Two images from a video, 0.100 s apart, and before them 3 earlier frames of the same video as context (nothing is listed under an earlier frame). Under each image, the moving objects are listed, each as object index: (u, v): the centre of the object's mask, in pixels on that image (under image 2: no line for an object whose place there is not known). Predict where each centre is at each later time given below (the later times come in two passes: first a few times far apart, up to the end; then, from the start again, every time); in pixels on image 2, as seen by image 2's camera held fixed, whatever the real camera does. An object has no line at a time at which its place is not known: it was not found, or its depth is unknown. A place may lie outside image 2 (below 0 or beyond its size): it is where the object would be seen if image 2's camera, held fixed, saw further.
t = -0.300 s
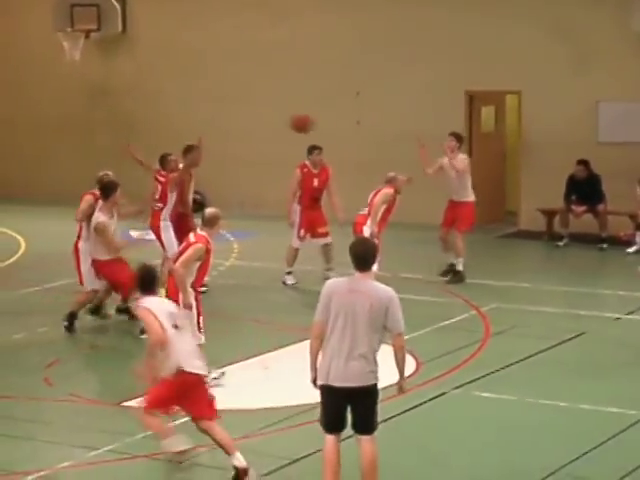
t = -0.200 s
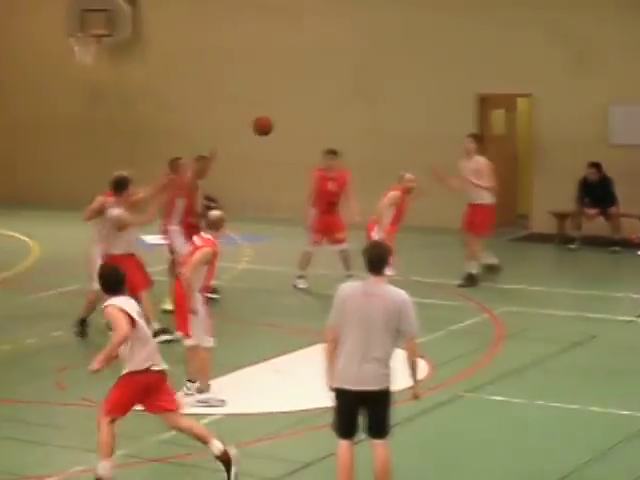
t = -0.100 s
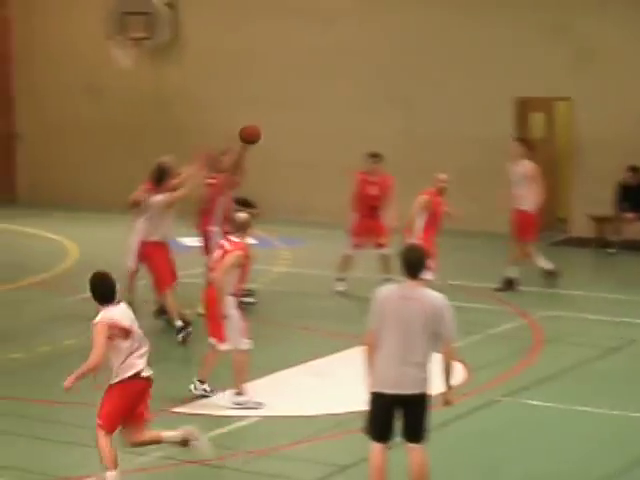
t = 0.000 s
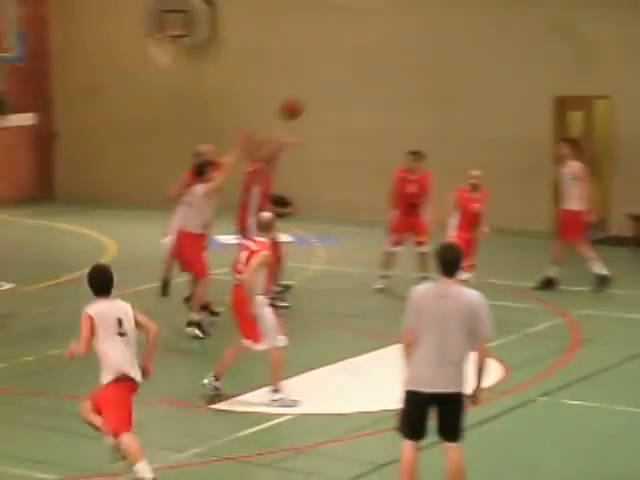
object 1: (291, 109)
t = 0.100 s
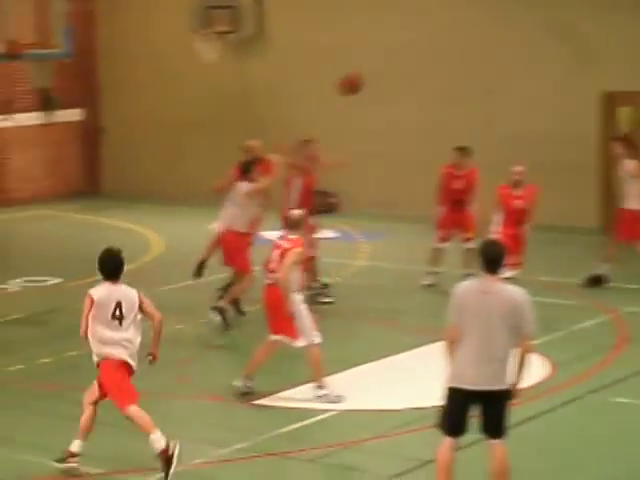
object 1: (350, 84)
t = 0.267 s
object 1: (376, 69)
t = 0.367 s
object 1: (393, 70)
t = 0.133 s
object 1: (356, 78)
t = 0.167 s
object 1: (360, 74)
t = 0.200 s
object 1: (367, 71)
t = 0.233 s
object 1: (370, 69)
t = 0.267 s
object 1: (376, 69)
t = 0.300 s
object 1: (382, 68)
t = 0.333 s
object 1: (388, 68)
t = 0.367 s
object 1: (393, 70)
